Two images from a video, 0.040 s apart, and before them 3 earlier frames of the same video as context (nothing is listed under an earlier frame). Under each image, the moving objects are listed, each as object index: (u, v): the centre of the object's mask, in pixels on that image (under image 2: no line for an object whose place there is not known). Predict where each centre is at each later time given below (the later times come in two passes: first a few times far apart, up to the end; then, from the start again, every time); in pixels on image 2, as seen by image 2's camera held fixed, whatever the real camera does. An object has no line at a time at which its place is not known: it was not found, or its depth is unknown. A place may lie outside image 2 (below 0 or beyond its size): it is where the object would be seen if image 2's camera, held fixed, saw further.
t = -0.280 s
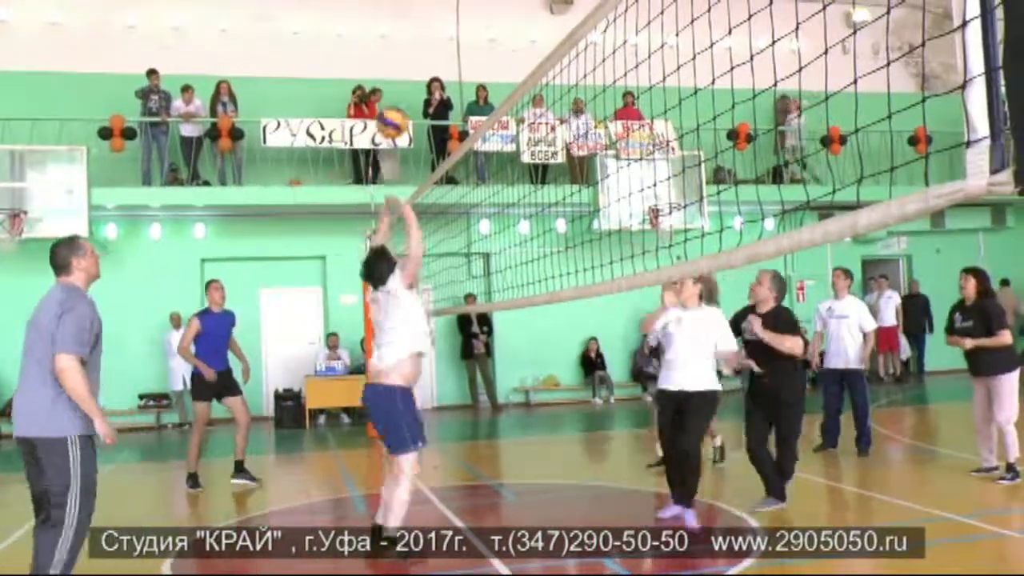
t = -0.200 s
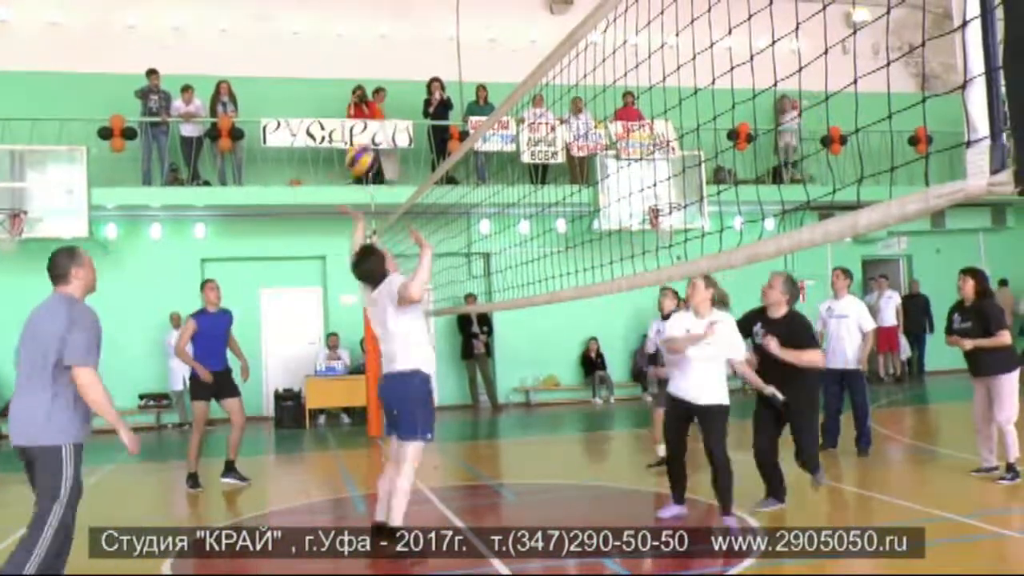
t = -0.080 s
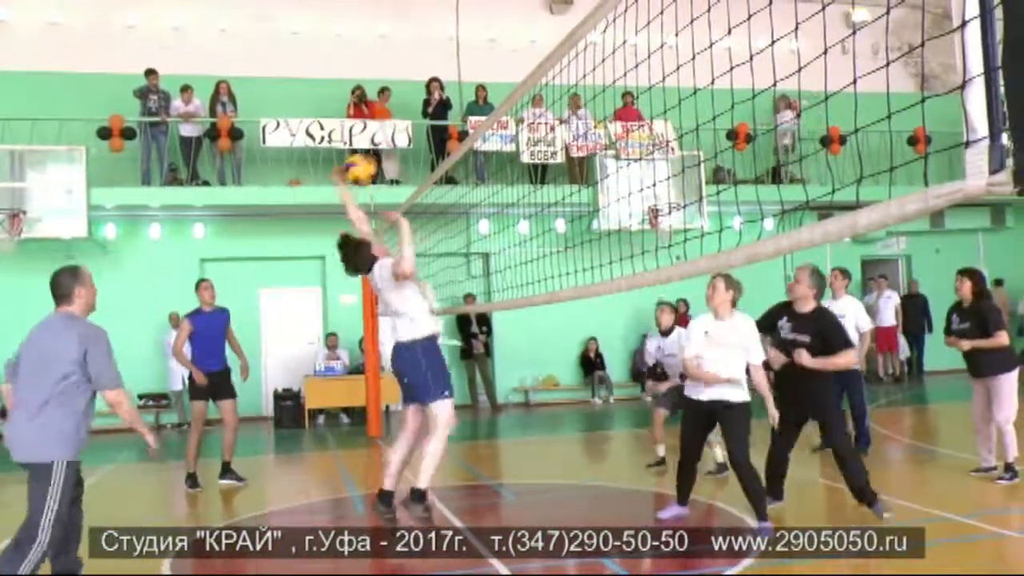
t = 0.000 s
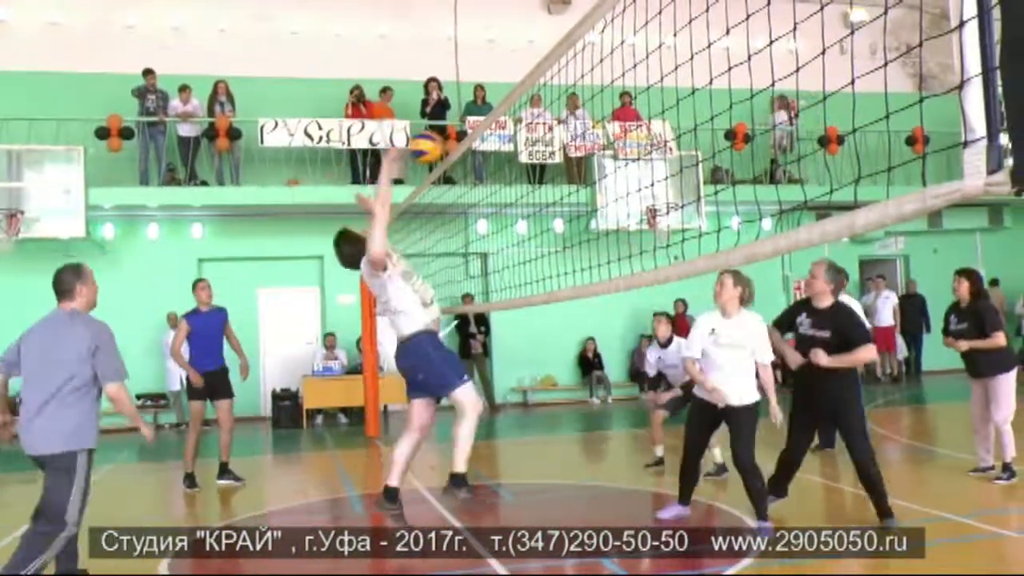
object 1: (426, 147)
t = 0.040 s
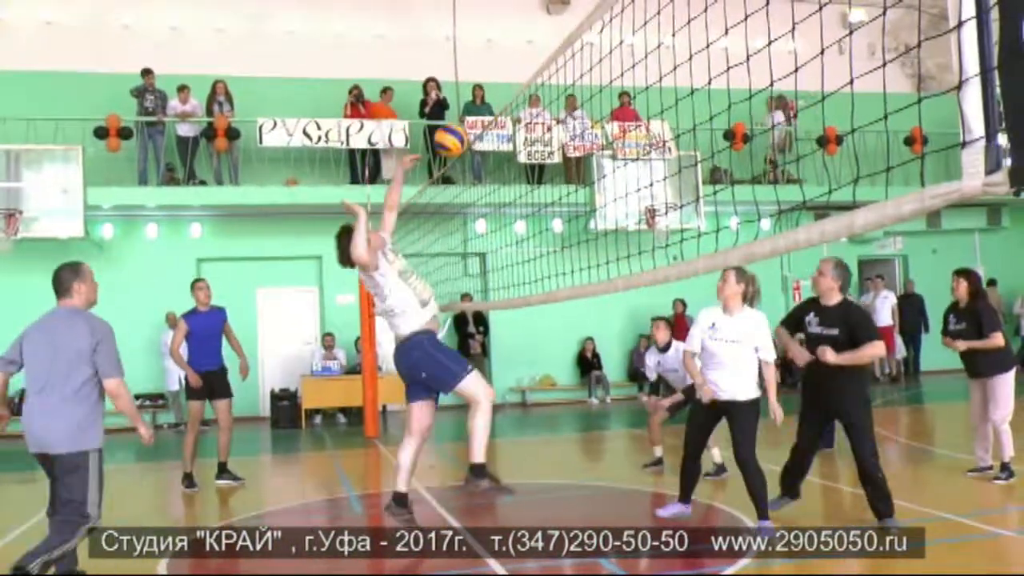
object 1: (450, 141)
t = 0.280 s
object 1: (533, 131)
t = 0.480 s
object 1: (607, 196)
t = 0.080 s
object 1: (459, 134)
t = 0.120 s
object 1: (472, 123)
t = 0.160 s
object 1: (497, 130)
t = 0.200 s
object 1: (506, 125)
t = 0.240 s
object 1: (519, 128)
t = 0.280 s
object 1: (533, 131)
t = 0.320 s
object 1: (547, 138)
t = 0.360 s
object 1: (561, 146)
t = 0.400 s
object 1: (578, 159)
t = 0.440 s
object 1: (593, 177)
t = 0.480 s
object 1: (607, 196)
